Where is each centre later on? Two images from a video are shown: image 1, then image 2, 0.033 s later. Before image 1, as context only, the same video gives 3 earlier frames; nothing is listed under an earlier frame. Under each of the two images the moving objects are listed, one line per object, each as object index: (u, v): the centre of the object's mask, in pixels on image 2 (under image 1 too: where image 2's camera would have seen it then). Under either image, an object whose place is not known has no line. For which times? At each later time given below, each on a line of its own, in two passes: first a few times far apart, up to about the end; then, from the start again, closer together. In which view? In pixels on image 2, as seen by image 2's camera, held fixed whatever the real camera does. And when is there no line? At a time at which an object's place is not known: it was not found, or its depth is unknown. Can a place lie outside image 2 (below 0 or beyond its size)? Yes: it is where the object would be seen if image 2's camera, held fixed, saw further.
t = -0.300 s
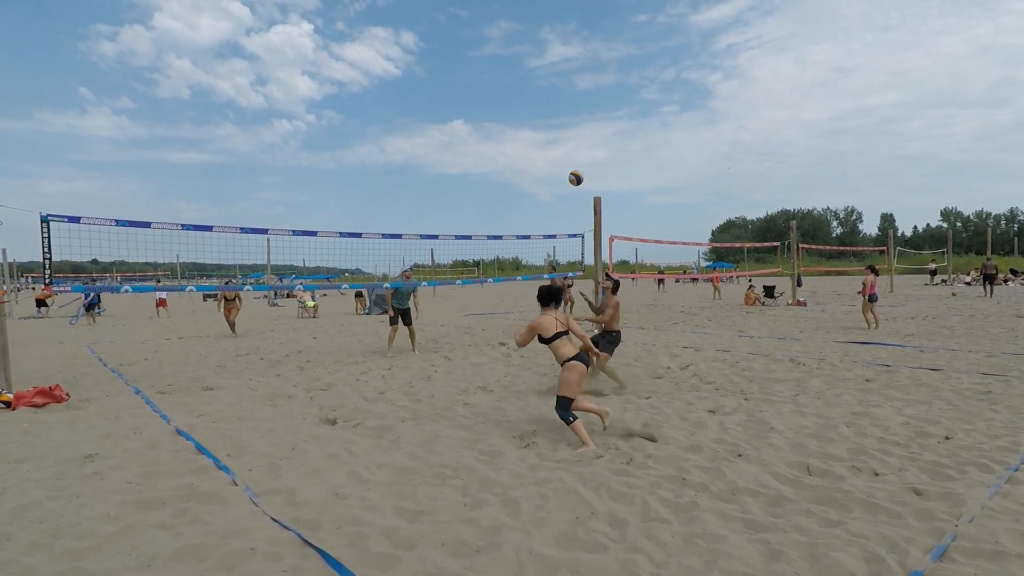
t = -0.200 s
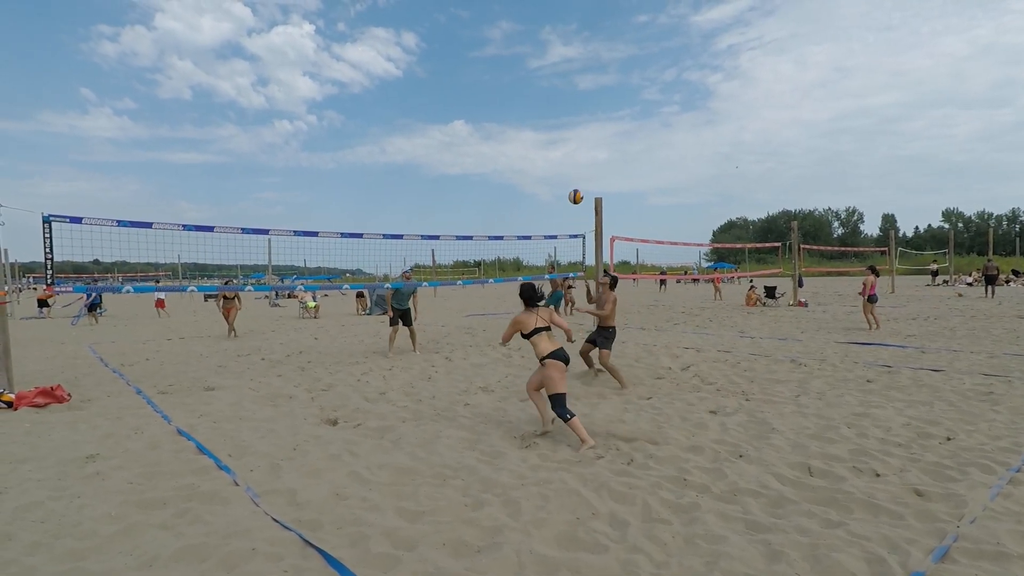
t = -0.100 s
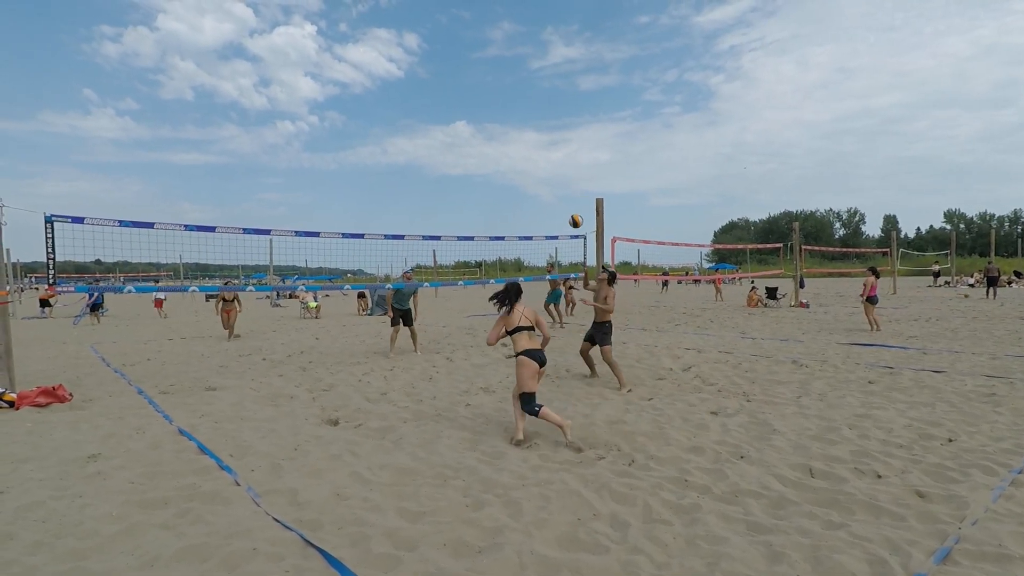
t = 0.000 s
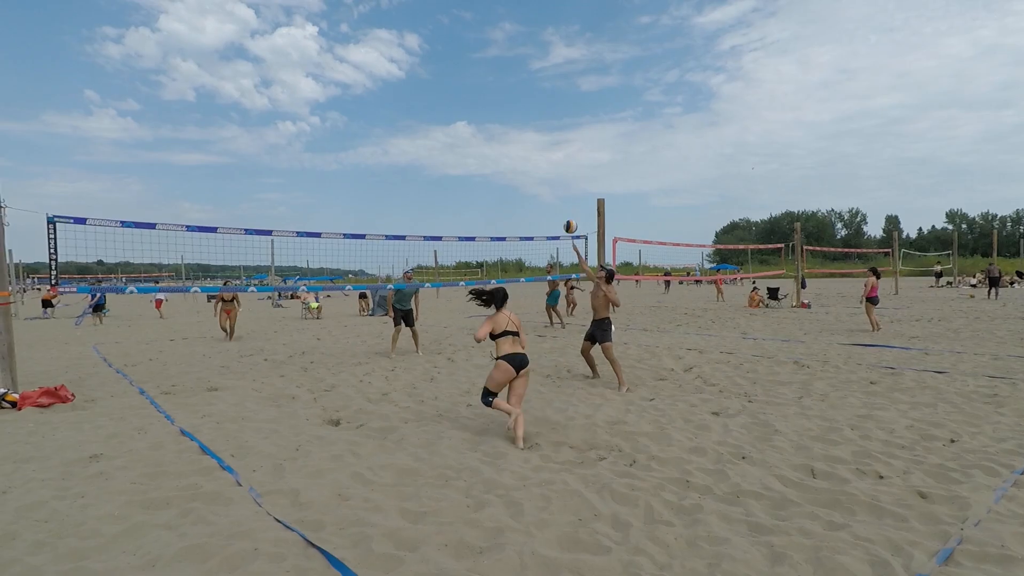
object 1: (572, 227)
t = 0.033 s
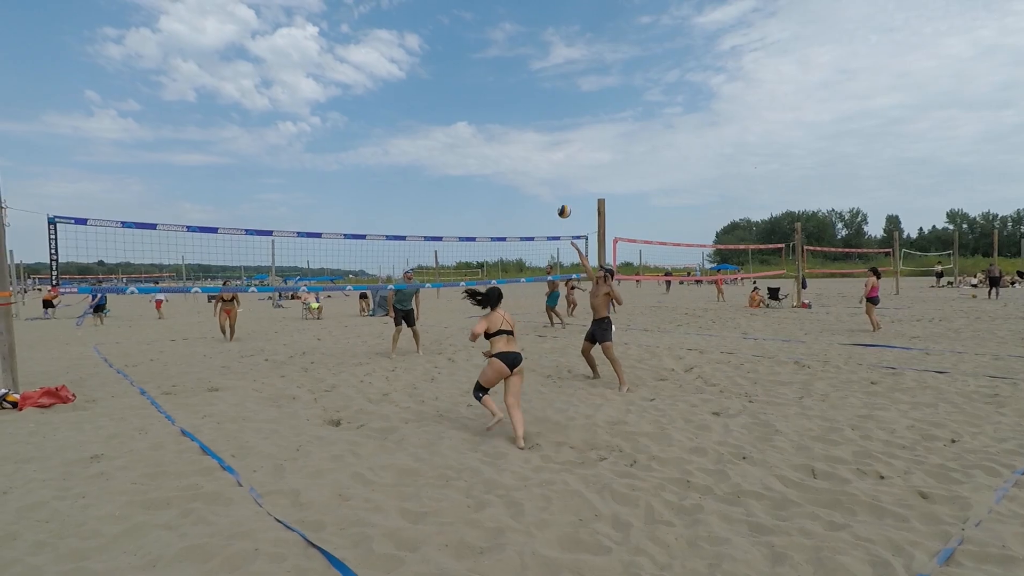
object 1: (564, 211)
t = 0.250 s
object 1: (526, 140)
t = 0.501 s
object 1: (492, 107)
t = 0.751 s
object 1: (465, 108)
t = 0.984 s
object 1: (444, 133)
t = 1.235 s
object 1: (426, 179)
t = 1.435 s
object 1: (413, 226)
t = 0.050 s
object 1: (561, 204)
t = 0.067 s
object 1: (558, 197)
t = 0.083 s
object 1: (555, 191)
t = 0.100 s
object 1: (551, 185)
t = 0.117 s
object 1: (548, 179)
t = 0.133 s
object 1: (545, 173)
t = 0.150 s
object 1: (542, 168)
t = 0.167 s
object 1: (539, 162)
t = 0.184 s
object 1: (536, 157)
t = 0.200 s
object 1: (534, 153)
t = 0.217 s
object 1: (531, 148)
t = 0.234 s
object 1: (528, 144)
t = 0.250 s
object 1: (526, 140)
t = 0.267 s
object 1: (523, 137)
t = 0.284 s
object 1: (521, 133)
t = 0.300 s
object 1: (518, 130)
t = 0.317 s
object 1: (516, 127)
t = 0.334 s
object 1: (514, 125)
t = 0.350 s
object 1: (511, 122)
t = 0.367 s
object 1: (509, 120)
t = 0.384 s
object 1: (507, 117)
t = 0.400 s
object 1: (505, 115)
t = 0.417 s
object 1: (502, 114)
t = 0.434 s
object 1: (500, 112)
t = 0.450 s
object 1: (498, 110)
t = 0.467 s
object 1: (496, 109)
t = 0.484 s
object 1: (494, 108)
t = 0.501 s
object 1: (492, 107)
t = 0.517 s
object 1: (490, 106)
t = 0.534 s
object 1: (488, 105)
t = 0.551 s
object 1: (486, 105)
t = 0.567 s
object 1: (484, 104)
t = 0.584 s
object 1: (482, 104)
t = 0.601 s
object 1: (481, 104)
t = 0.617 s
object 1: (479, 104)
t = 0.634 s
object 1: (477, 104)
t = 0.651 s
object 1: (475, 104)
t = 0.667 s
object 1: (474, 105)
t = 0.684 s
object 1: (472, 105)
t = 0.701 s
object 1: (470, 106)
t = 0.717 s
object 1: (468, 106)
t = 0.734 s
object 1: (467, 107)
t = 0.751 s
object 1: (465, 108)
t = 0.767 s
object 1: (464, 109)
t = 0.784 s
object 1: (462, 110)
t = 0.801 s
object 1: (460, 111)
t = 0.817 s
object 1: (459, 113)
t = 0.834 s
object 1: (458, 114)
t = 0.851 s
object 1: (456, 116)
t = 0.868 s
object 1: (454, 118)
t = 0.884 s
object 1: (453, 120)
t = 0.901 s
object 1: (451, 122)
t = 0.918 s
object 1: (450, 124)
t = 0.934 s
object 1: (448, 126)
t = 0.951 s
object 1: (447, 128)
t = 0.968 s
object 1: (446, 130)
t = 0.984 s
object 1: (444, 133)
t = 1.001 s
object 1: (443, 135)
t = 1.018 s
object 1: (442, 138)
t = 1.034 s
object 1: (440, 140)
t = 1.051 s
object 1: (439, 143)
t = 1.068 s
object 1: (438, 146)
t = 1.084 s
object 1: (436, 149)
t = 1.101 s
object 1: (435, 152)
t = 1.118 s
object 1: (434, 155)
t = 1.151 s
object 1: (432, 161)
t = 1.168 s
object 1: (430, 165)
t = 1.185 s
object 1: (429, 168)
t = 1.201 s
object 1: (428, 172)
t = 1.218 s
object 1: (427, 175)
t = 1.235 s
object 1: (426, 179)
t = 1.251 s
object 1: (425, 182)
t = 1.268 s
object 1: (424, 186)
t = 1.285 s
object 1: (422, 190)
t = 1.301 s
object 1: (421, 194)
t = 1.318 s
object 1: (420, 197)
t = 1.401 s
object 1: (415, 217)
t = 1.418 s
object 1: (414, 222)
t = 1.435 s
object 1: (413, 226)
